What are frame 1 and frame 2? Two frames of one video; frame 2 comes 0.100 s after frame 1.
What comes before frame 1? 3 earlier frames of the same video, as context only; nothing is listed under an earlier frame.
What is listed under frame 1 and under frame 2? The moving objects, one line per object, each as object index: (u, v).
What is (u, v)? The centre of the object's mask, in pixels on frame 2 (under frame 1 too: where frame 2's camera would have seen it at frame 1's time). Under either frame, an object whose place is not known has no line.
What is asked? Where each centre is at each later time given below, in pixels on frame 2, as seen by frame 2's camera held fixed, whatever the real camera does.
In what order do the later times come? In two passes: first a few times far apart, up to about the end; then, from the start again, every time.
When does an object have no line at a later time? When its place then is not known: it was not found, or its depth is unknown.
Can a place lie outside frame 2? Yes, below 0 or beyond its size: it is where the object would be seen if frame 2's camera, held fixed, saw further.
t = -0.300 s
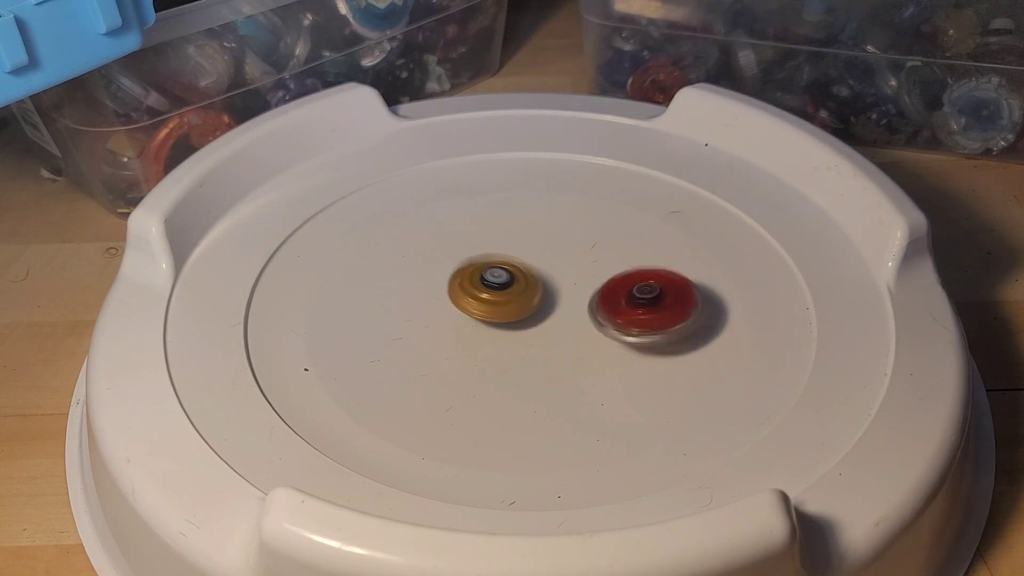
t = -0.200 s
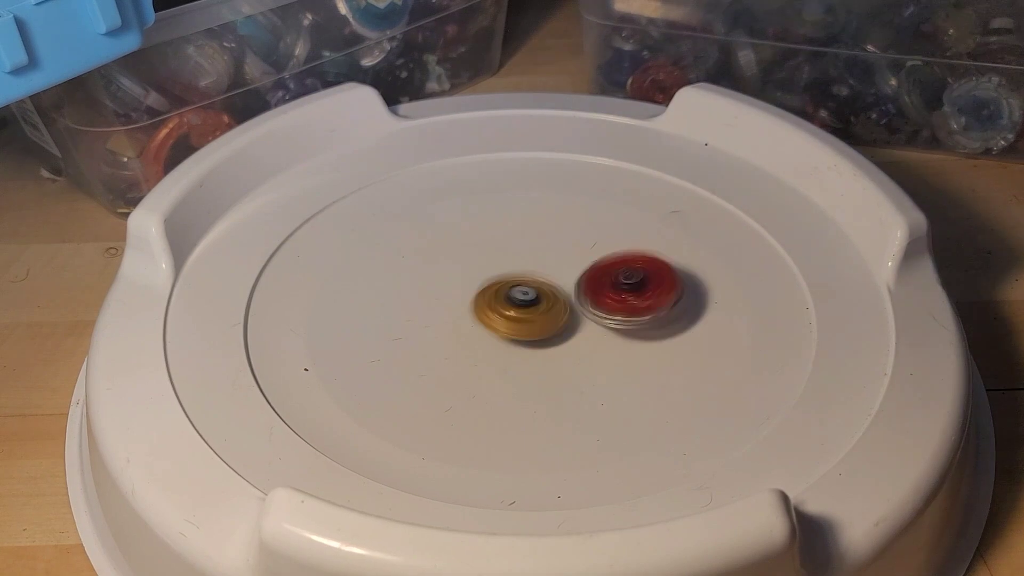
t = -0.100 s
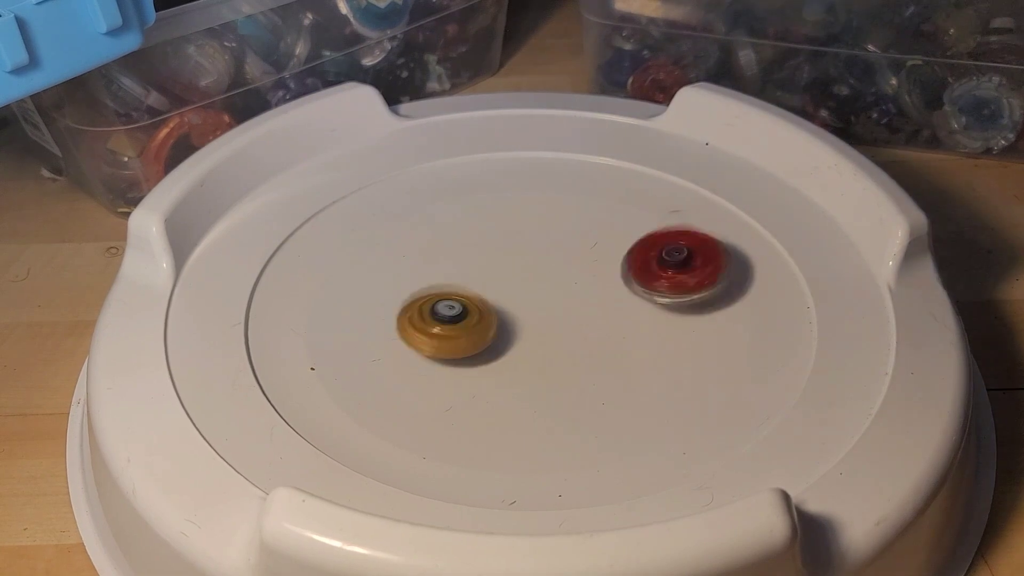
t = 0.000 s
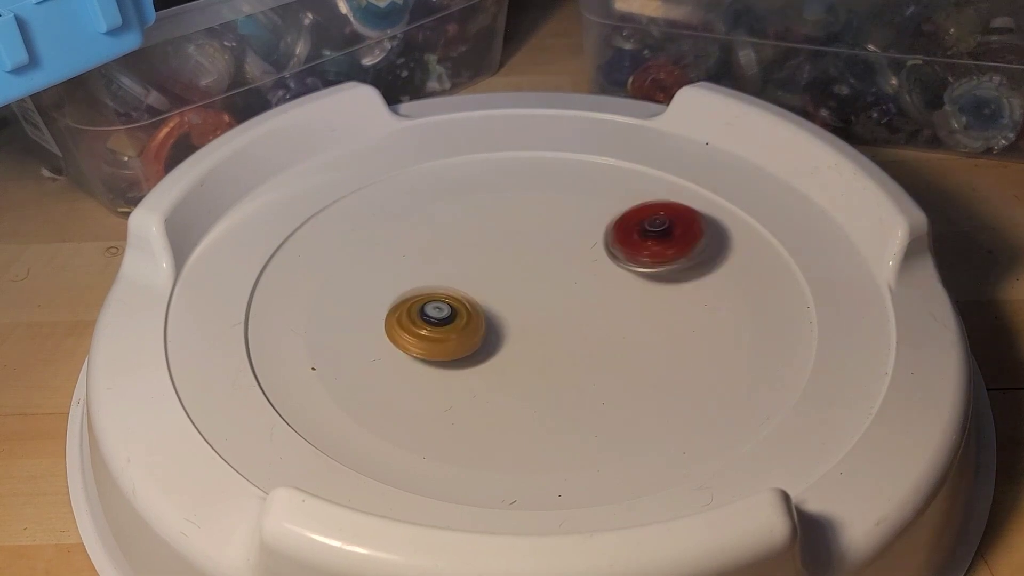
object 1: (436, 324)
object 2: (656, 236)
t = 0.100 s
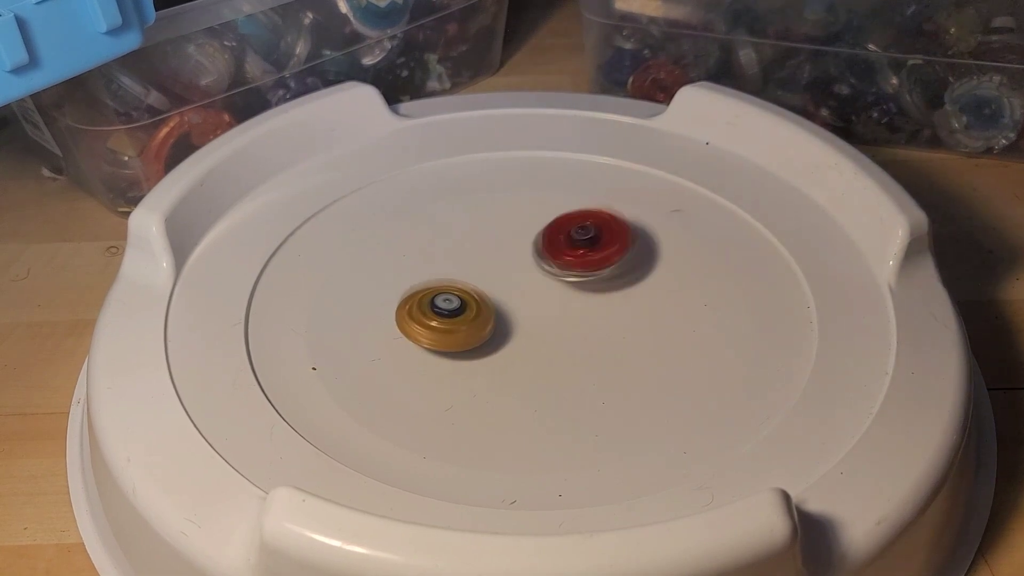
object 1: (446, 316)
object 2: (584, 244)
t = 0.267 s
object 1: (414, 332)
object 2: (573, 301)
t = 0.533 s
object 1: (448, 316)
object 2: (638, 269)
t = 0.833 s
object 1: (451, 348)
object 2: (551, 300)
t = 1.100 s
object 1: (483, 340)
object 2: (595, 299)
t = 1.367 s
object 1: (500, 349)
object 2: (525, 261)
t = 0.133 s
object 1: (450, 314)
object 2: (560, 259)
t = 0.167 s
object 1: (449, 315)
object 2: (546, 274)
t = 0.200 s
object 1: (430, 323)
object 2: (553, 280)
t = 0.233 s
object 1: (418, 329)
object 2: (560, 290)
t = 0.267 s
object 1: (414, 332)
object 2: (573, 301)
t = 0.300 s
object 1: (413, 332)
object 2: (590, 308)
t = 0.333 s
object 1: (416, 330)
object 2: (608, 310)
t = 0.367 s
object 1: (419, 327)
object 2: (627, 309)
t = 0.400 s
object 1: (423, 324)
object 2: (640, 303)
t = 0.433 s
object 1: (428, 321)
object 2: (651, 296)
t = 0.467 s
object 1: (433, 319)
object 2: (653, 286)
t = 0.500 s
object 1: (440, 317)
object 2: (648, 276)
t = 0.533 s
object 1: (448, 316)
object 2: (638, 269)
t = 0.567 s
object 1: (456, 317)
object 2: (620, 265)
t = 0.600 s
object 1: (464, 319)
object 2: (599, 268)
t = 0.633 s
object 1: (471, 321)
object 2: (573, 273)
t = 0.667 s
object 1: (466, 328)
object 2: (562, 276)
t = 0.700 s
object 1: (455, 339)
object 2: (559, 276)
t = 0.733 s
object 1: (449, 348)
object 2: (554, 280)
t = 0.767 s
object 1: (448, 350)
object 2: (548, 285)
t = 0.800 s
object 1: (450, 349)
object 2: (547, 292)
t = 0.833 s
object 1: (451, 348)
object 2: (551, 300)
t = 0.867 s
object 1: (453, 345)
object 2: (557, 306)
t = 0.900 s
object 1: (455, 343)
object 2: (566, 310)
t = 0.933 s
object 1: (457, 342)
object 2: (575, 312)
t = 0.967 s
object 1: (463, 341)
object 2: (585, 312)
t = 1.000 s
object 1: (465, 341)
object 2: (588, 313)
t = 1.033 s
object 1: (470, 340)
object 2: (592, 308)
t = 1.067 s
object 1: (476, 340)
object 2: (596, 304)
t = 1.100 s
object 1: (483, 340)
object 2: (595, 299)
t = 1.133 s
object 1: (489, 340)
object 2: (590, 295)
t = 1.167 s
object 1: (494, 340)
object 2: (583, 293)
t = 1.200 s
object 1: (488, 345)
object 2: (588, 284)
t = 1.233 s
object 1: (484, 350)
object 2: (587, 273)
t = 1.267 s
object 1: (484, 351)
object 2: (578, 265)
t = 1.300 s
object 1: (488, 352)
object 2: (563, 259)
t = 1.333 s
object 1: (494, 350)
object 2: (545, 258)
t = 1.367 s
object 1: (500, 349)
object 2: (525, 261)
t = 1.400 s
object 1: (506, 348)
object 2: (508, 268)
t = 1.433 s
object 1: (511, 352)
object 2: (492, 272)
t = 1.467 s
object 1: (517, 354)
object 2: (477, 278)
